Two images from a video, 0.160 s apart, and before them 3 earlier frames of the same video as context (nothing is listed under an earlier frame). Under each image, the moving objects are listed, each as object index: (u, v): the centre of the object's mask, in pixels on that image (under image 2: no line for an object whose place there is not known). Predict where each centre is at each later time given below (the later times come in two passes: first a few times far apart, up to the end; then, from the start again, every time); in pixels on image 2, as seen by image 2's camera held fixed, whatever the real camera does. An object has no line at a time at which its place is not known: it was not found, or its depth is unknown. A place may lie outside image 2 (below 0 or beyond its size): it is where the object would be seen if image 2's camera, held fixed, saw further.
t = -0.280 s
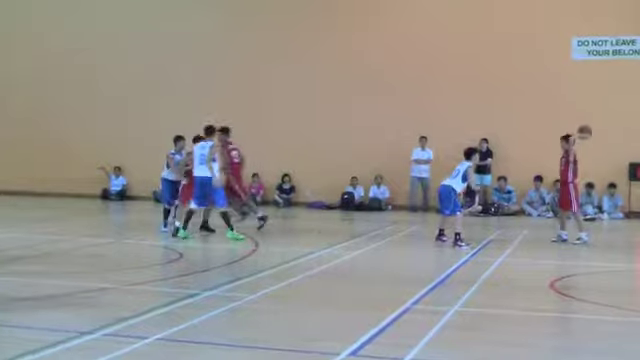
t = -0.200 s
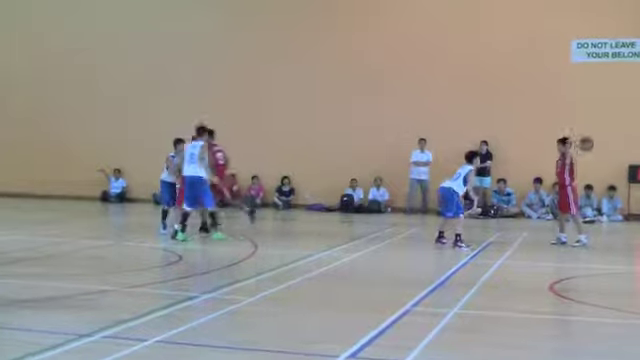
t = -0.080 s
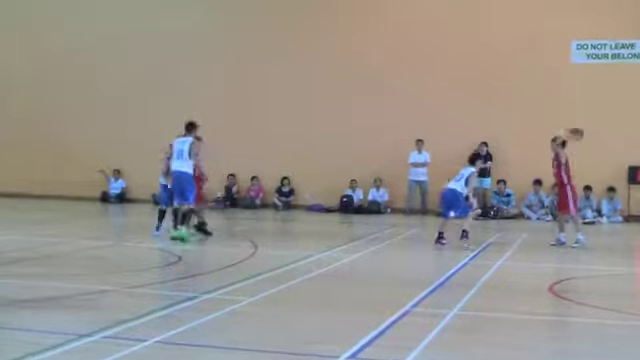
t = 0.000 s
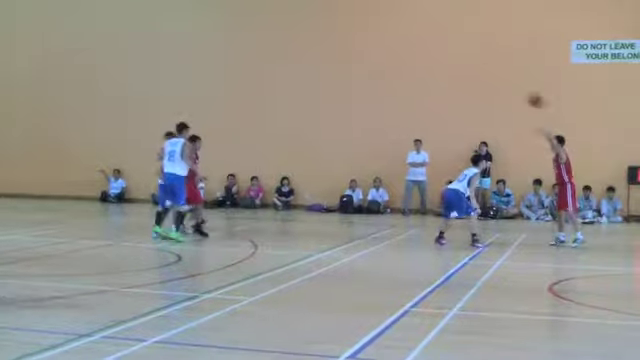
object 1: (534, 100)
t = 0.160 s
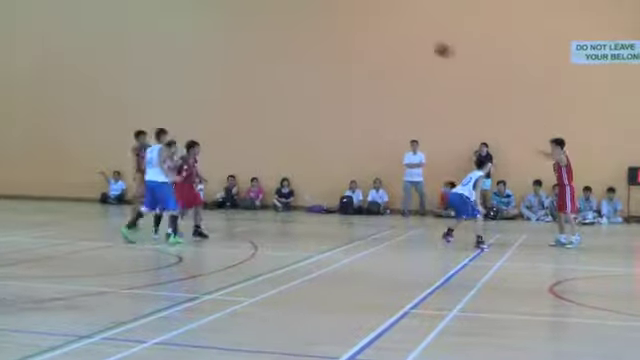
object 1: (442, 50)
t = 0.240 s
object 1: (396, 30)
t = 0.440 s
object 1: (284, 1)
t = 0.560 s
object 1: (231, -1)
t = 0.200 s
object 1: (419, 39)
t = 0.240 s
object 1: (396, 30)
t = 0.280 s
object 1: (373, 22)
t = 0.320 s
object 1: (351, 15)
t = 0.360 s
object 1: (328, 10)
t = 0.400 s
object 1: (306, 5)
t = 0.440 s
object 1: (284, 1)
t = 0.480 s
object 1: (264, -1)
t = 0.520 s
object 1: (247, -2)
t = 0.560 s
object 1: (231, -1)
